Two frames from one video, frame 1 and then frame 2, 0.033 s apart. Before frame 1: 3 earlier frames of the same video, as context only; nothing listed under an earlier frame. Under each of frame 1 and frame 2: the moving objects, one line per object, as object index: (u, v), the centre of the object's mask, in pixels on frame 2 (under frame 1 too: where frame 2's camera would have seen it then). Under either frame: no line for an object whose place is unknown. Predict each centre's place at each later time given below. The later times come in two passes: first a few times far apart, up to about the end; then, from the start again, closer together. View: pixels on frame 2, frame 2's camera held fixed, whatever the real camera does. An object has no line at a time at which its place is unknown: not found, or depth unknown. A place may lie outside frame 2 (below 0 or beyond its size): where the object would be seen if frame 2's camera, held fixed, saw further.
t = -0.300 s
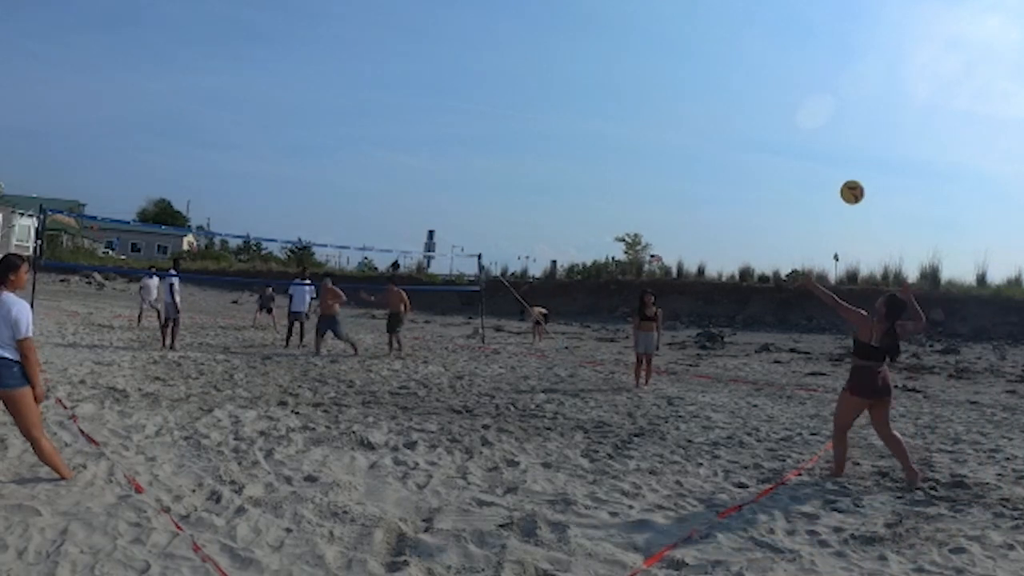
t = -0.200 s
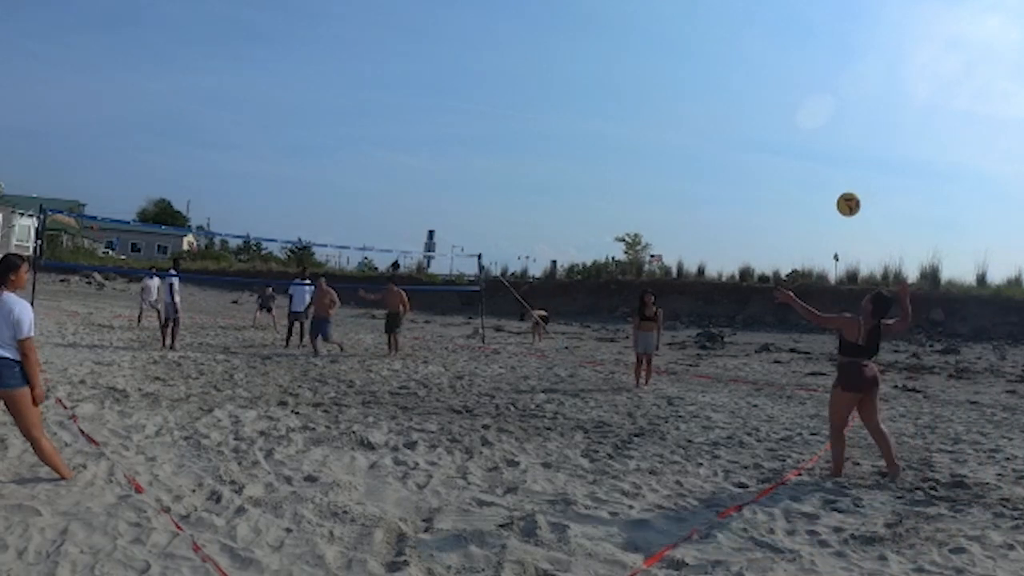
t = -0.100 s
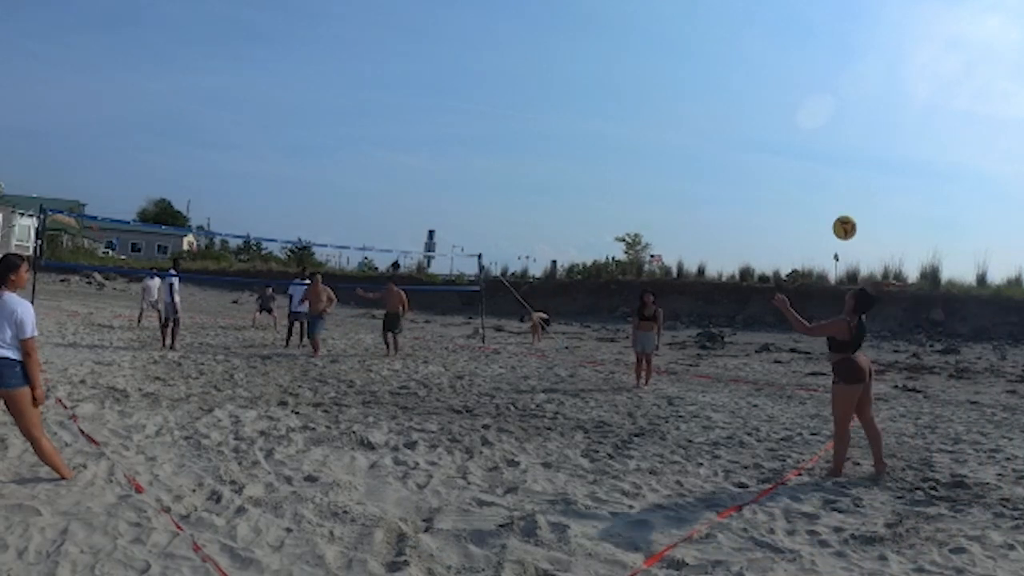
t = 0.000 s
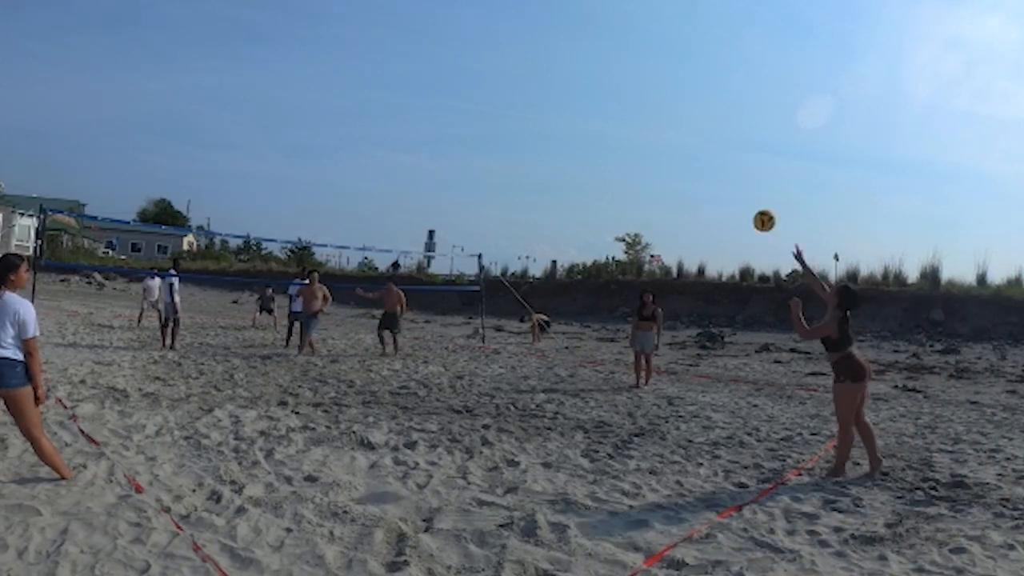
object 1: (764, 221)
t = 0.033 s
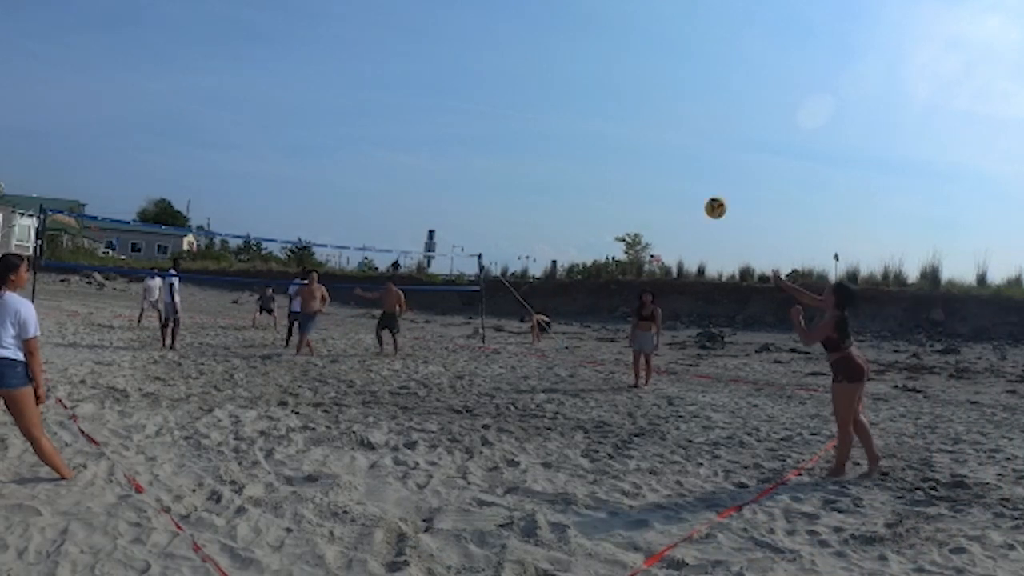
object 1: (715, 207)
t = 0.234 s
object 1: (502, 170)
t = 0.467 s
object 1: (360, 175)
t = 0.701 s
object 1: (270, 202)
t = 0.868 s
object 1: (223, 227)
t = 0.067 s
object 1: (671, 197)
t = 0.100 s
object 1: (630, 188)
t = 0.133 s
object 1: (593, 181)
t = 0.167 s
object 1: (560, 176)
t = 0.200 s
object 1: (529, 172)
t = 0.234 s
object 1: (502, 170)
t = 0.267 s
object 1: (476, 168)
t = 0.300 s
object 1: (453, 167)
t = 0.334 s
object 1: (432, 167)
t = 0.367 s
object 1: (412, 168)
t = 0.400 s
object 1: (393, 170)
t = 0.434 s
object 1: (376, 172)
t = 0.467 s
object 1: (360, 175)
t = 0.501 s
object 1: (345, 178)
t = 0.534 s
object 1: (331, 181)
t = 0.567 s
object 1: (317, 184)
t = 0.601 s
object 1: (304, 188)
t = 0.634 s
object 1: (292, 193)
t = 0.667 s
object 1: (280, 197)
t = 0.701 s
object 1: (270, 202)
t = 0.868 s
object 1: (223, 227)
